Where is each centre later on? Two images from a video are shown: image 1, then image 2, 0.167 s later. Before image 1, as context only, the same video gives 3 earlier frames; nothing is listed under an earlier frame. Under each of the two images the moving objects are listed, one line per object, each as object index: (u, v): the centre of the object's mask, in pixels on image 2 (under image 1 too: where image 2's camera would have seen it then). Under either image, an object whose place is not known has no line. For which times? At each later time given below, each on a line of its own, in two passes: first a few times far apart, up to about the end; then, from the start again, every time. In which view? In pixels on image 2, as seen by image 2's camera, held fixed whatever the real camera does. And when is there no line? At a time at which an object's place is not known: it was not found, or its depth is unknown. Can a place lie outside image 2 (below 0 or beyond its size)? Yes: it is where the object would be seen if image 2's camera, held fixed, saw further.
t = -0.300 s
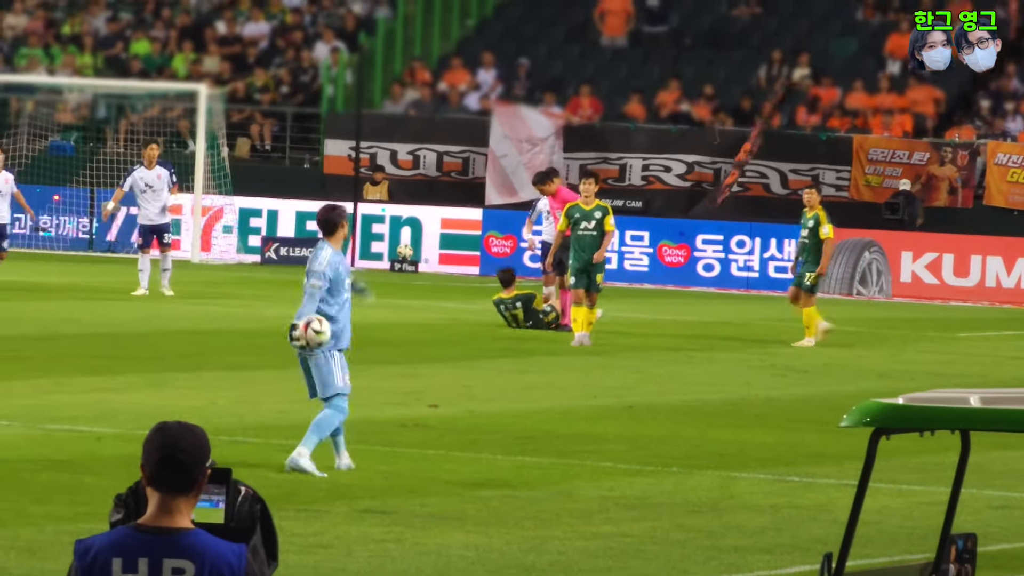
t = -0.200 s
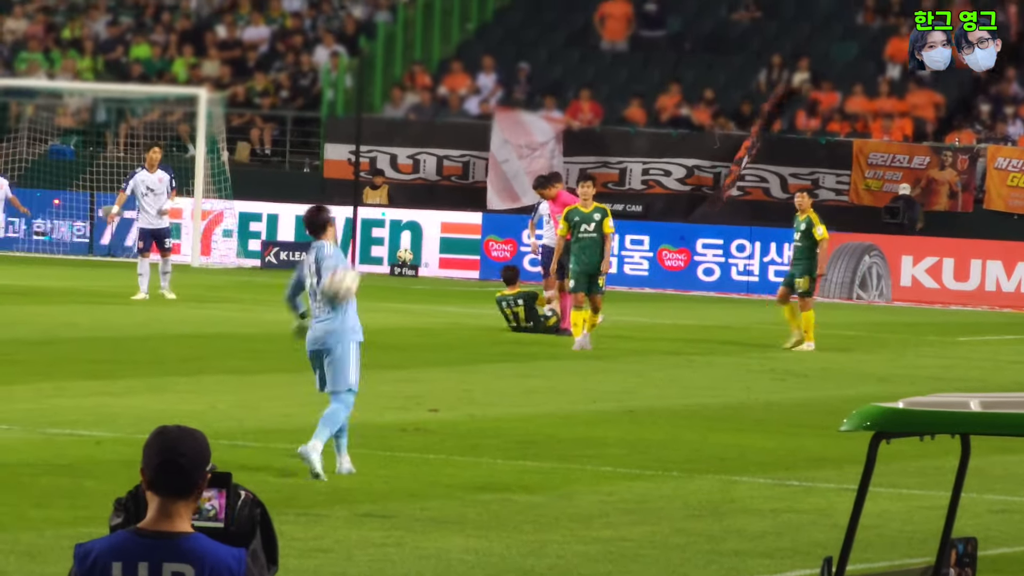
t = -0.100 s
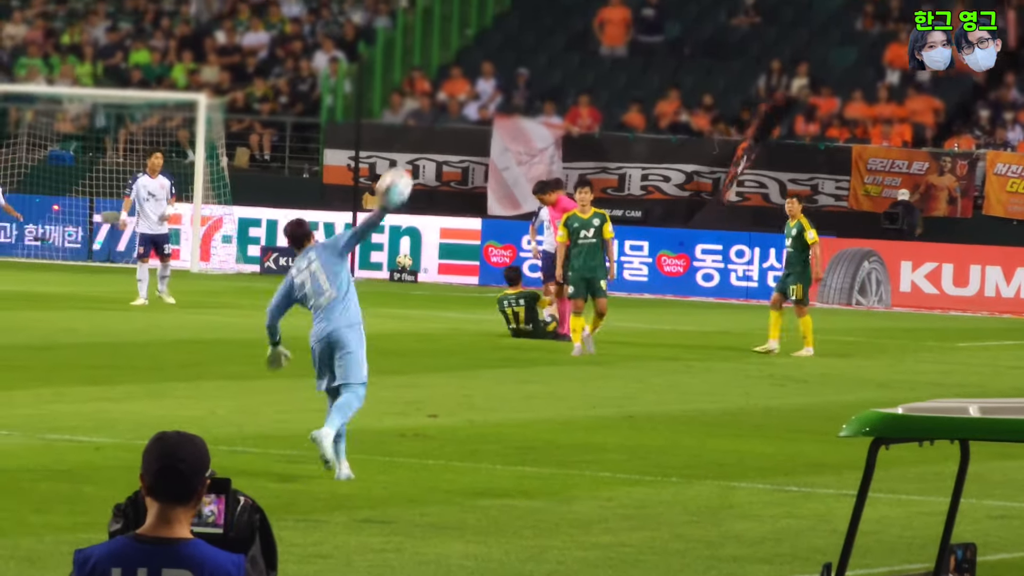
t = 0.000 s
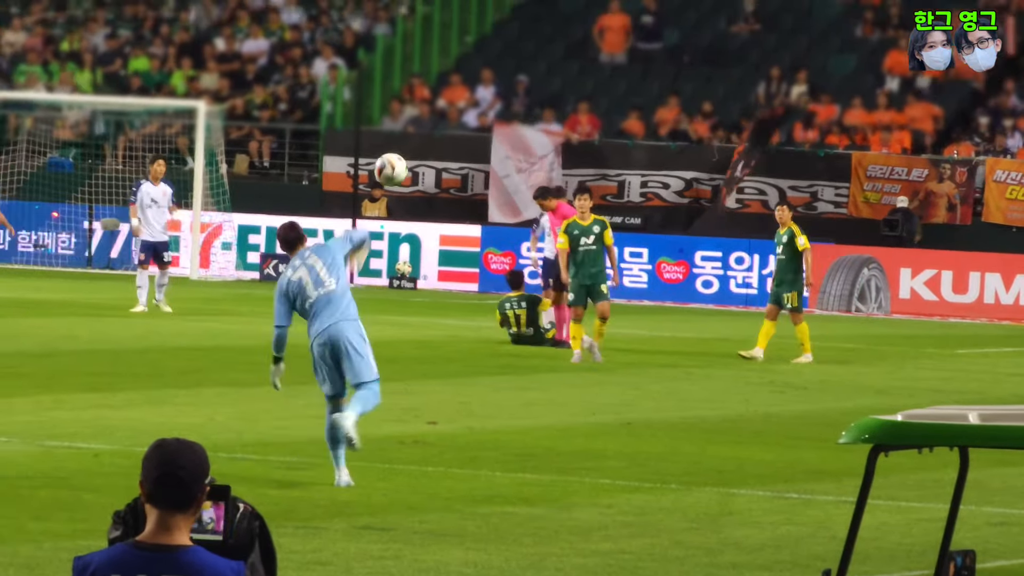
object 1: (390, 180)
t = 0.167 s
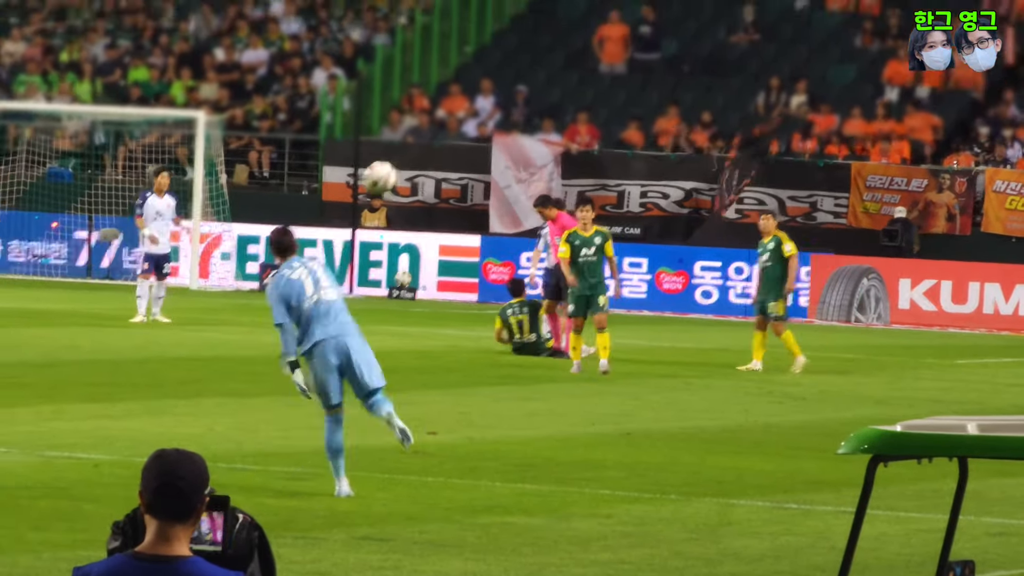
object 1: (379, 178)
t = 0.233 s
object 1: (376, 183)
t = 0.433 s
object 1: (368, 227)
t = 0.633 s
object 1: (364, 305)
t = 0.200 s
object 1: (377, 181)
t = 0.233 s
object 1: (376, 183)
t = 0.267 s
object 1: (374, 189)
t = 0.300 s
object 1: (373, 195)
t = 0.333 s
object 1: (371, 201)
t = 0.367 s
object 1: (371, 211)
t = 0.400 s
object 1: (370, 217)
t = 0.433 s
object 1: (368, 227)
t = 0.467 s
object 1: (367, 238)
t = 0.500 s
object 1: (367, 250)
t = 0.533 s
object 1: (365, 262)
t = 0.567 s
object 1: (366, 275)
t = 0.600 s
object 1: (365, 289)
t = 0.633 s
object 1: (364, 305)
